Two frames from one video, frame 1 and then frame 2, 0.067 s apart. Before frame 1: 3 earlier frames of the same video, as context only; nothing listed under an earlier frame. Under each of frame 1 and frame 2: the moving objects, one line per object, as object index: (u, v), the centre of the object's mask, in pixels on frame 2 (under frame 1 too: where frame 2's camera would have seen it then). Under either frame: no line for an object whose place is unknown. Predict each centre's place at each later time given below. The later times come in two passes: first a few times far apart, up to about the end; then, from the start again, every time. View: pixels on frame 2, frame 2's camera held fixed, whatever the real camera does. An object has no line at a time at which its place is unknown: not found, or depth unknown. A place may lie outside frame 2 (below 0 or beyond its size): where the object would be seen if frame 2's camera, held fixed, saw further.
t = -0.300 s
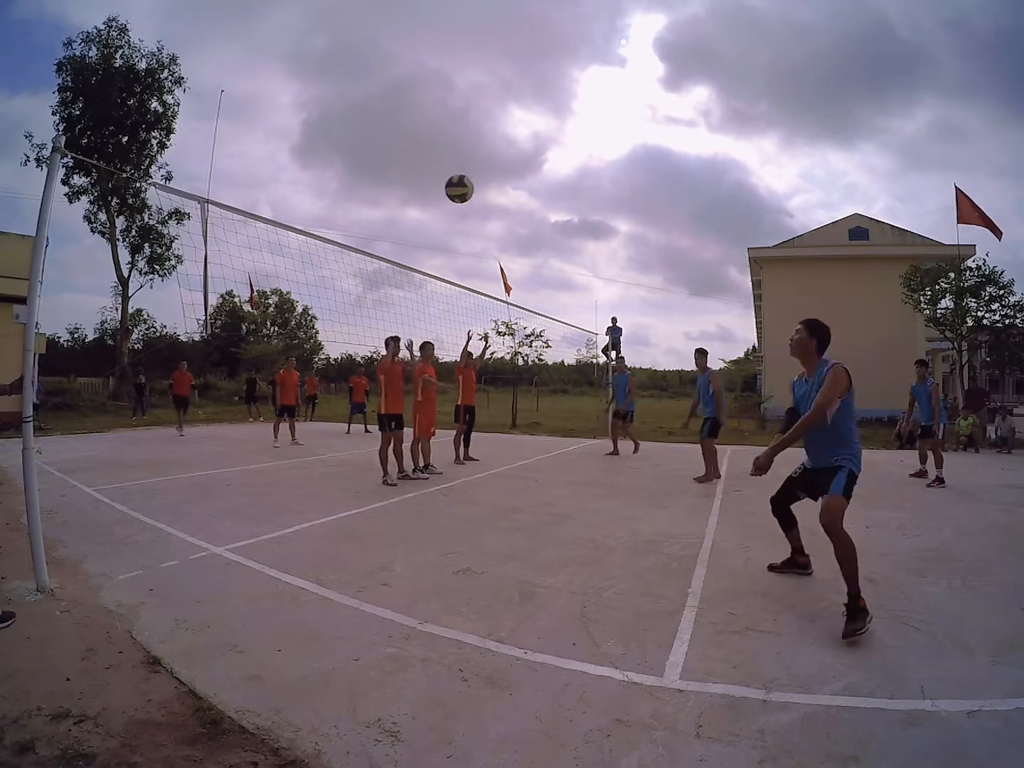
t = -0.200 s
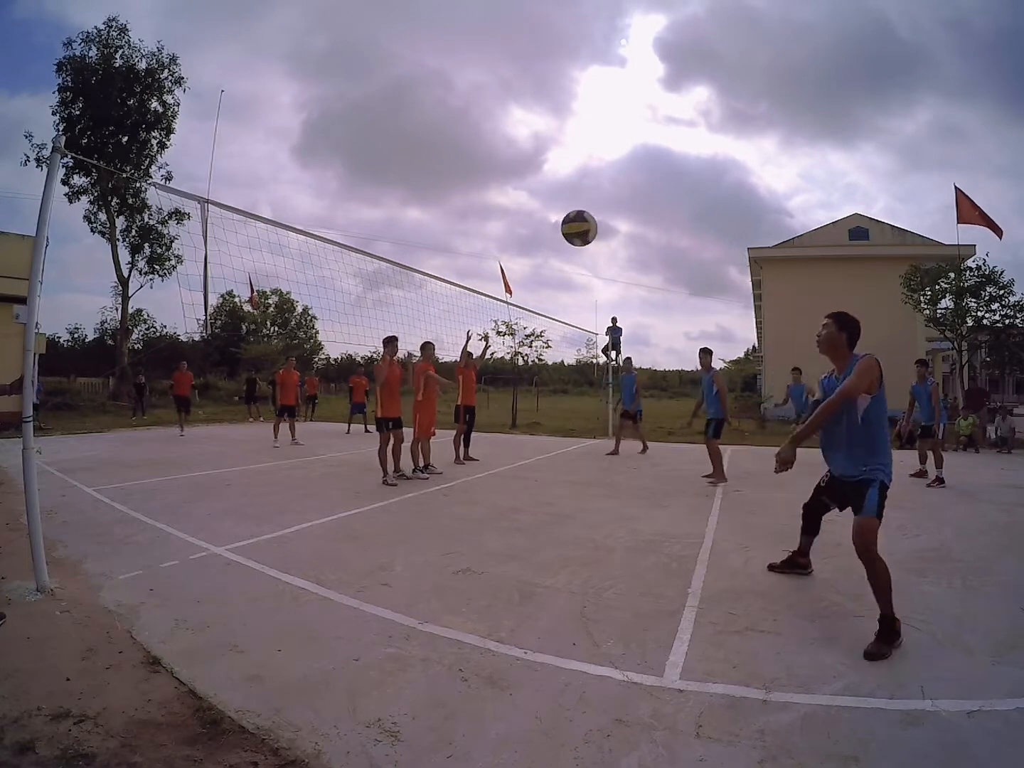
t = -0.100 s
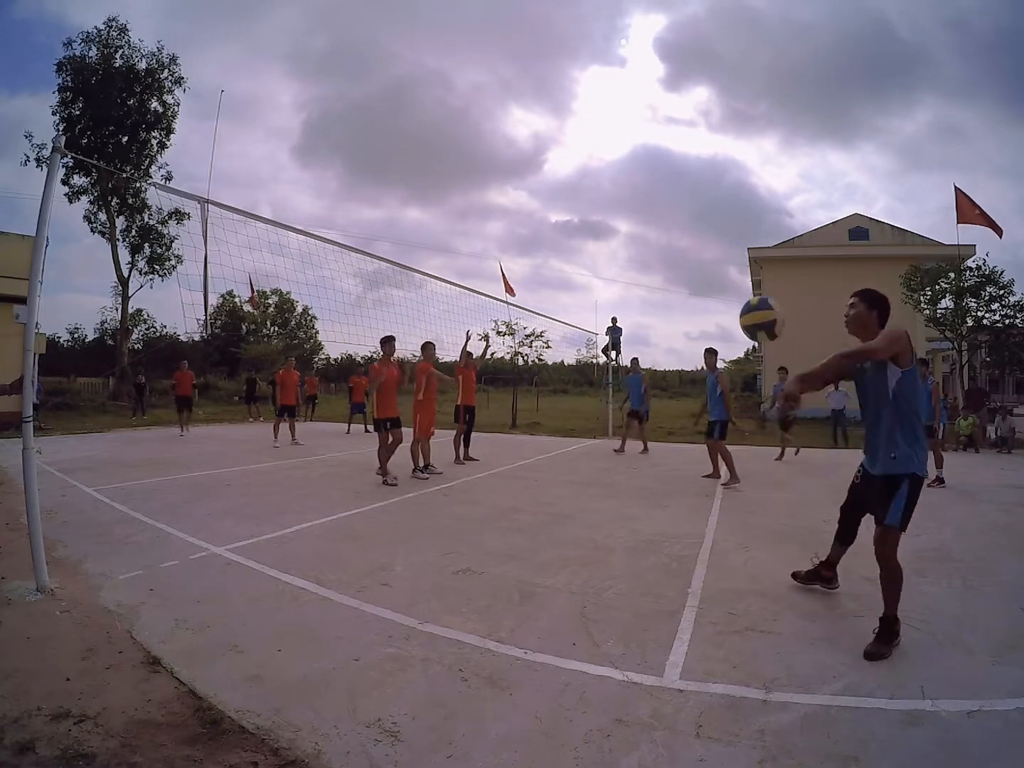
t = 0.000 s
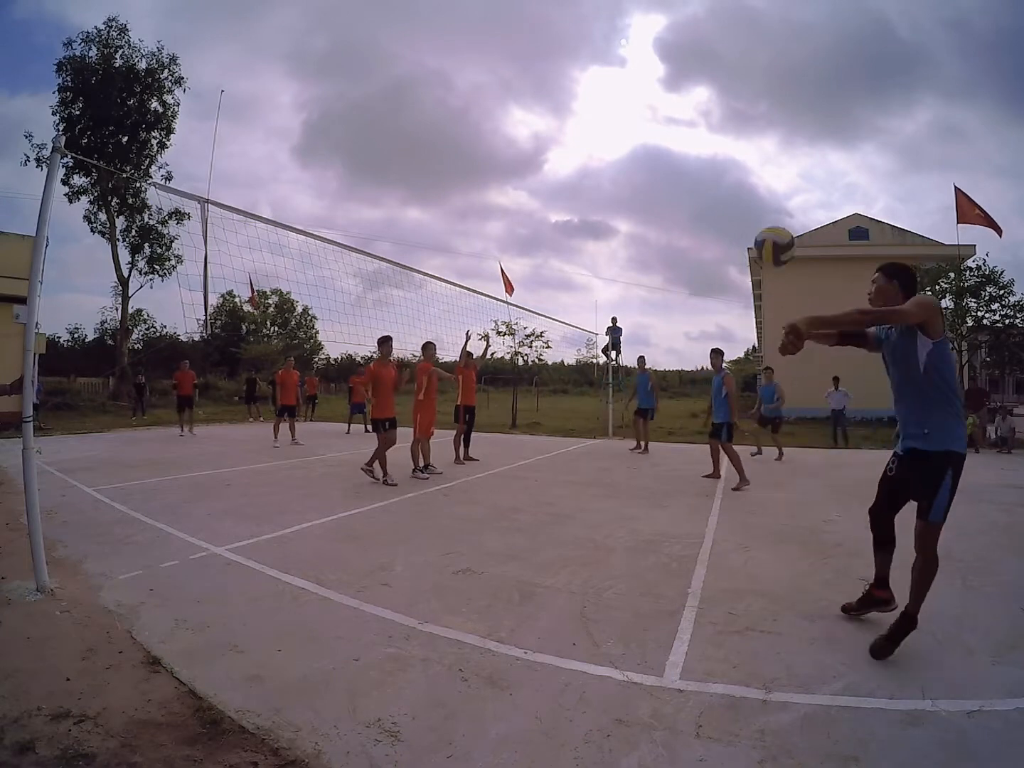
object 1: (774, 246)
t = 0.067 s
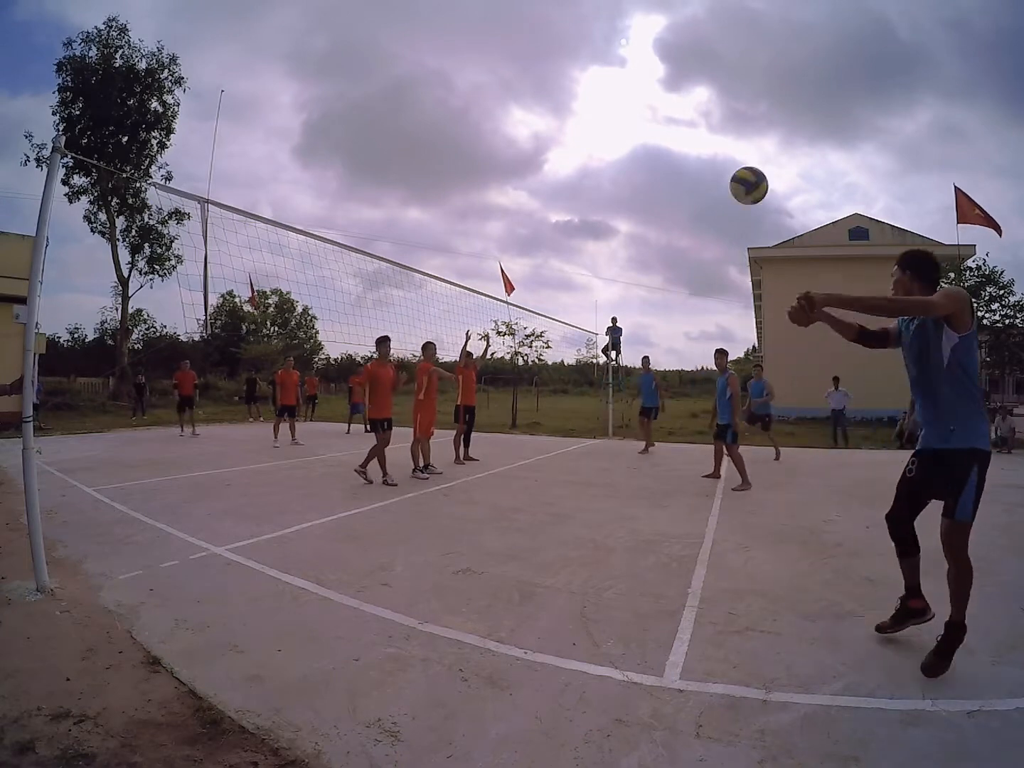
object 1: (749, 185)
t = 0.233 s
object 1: (699, 101)
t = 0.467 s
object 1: (658, 75)
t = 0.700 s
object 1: (634, 105)
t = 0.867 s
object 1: (622, 152)
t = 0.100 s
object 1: (737, 162)
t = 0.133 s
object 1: (726, 142)
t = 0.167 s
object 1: (716, 126)
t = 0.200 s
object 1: (707, 112)
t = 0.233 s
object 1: (699, 101)
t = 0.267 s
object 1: (691, 93)
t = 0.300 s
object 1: (684, 86)
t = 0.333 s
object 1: (678, 81)
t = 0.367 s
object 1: (673, 78)
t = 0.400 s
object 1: (667, 76)
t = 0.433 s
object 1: (663, 75)
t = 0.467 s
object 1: (658, 75)
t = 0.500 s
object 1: (654, 76)
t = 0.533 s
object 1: (650, 79)
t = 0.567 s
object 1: (646, 82)
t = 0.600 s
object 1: (643, 87)
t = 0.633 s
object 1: (640, 92)
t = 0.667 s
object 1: (637, 98)
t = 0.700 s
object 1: (634, 105)
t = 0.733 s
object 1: (632, 112)
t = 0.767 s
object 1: (629, 121)
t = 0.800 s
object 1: (627, 130)
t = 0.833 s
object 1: (624, 141)
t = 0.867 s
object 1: (622, 152)
